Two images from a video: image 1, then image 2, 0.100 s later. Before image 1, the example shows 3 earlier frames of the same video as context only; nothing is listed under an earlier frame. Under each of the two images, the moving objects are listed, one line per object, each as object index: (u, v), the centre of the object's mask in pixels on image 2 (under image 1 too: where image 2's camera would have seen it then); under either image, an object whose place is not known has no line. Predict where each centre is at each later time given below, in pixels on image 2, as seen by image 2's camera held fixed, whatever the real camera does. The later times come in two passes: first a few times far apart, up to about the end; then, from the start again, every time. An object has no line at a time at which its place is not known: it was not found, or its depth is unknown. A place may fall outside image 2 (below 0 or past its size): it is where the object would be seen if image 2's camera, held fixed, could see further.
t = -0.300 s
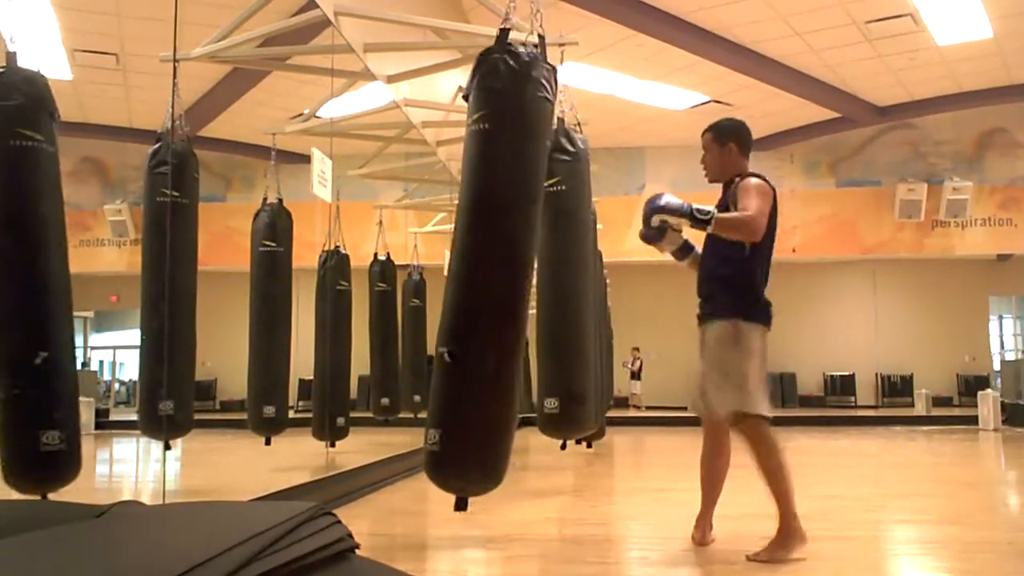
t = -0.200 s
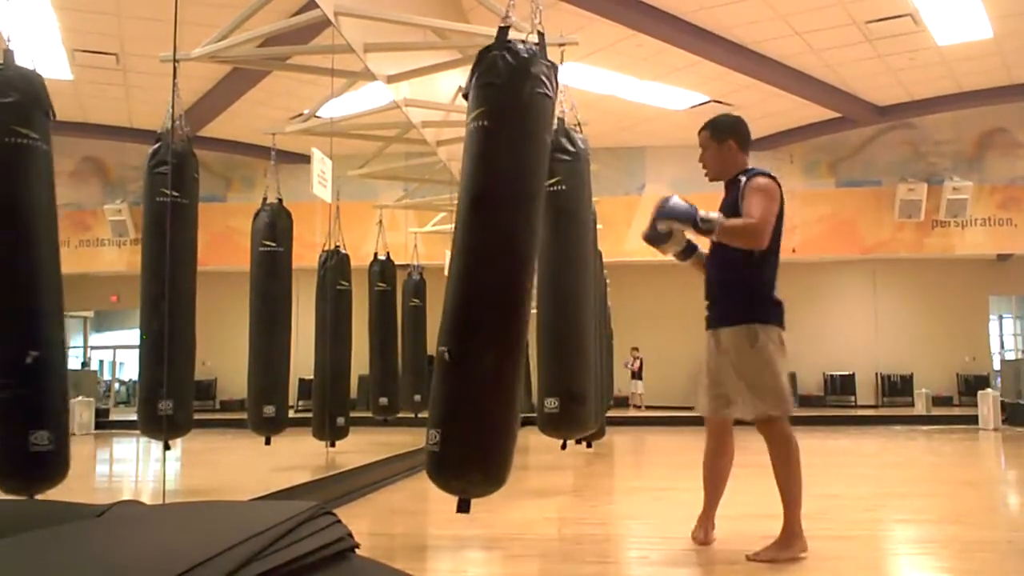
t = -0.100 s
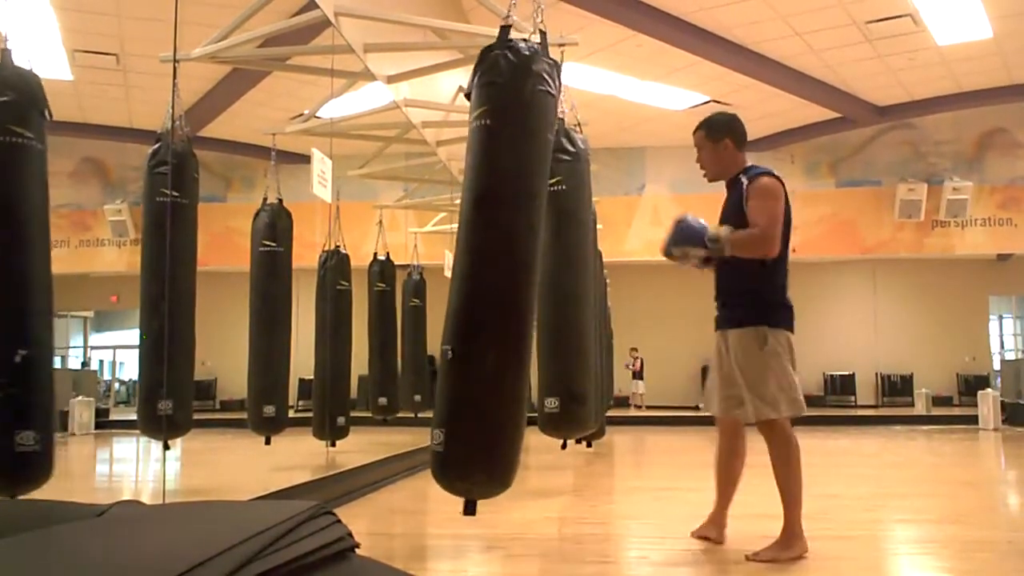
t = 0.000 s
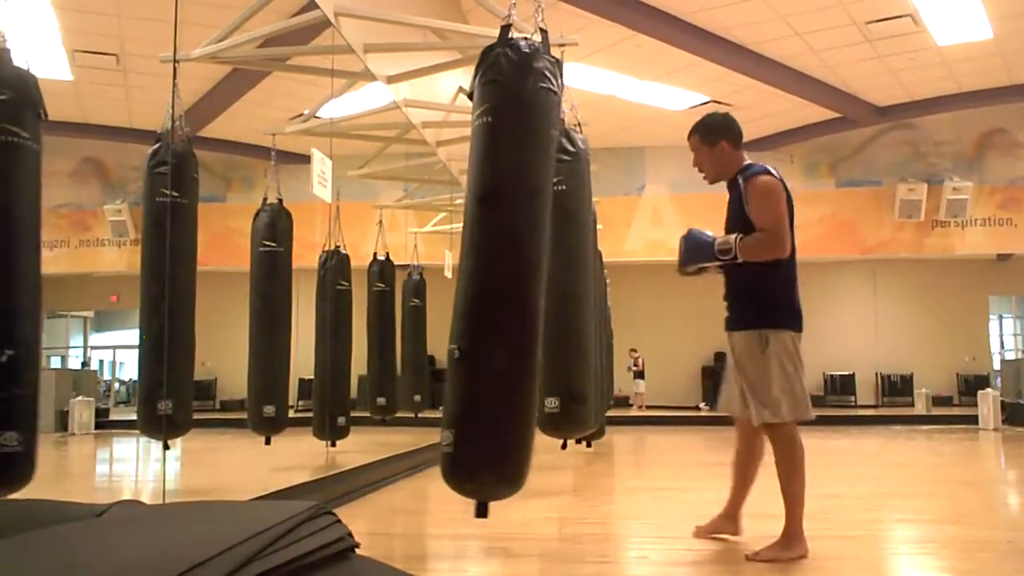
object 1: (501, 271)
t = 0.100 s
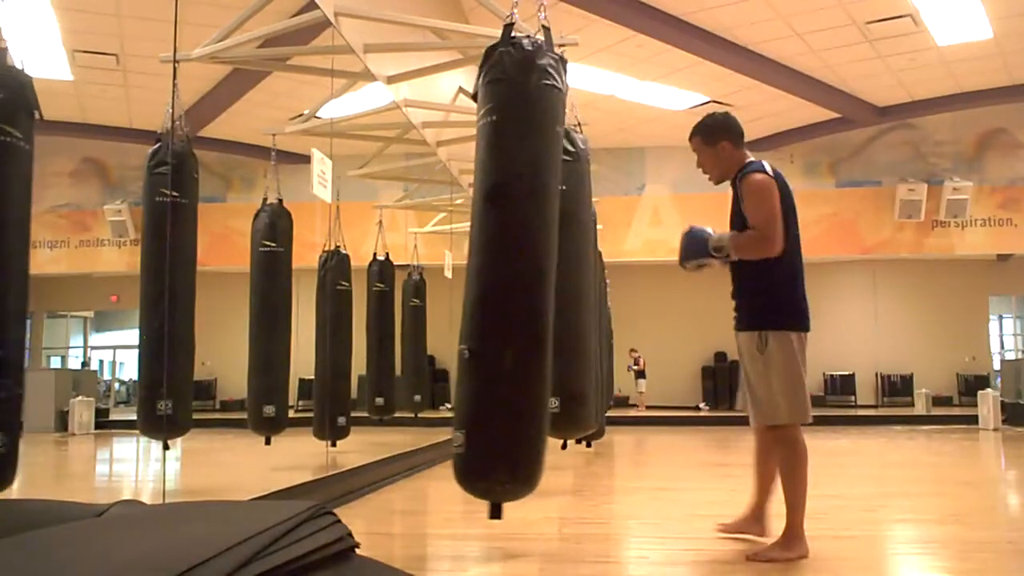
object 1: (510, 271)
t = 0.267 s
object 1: (527, 272)
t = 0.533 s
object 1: (557, 271)
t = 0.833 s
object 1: (575, 272)
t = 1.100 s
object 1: (573, 271)
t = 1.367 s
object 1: (559, 268)
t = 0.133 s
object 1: (513, 270)
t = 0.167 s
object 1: (517, 272)
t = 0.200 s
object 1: (520, 271)
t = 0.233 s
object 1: (523, 271)
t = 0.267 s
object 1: (527, 272)
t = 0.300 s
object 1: (530, 271)
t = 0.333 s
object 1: (535, 271)
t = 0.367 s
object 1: (539, 270)
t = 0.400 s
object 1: (545, 272)
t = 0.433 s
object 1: (547, 270)
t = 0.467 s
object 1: (551, 272)
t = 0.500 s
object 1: (554, 272)
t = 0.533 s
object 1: (557, 271)
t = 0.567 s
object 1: (559, 271)
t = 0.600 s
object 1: (562, 270)
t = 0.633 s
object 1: (564, 271)
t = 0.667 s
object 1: (567, 270)
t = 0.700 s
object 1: (569, 270)
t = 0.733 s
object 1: (571, 271)
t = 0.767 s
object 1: (572, 271)
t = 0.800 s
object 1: (573, 271)
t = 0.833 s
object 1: (575, 272)
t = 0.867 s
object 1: (575, 272)
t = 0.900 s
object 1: (575, 272)
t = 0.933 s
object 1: (576, 273)
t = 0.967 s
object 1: (575, 273)
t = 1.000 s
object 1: (575, 272)
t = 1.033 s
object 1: (575, 272)
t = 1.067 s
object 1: (574, 272)
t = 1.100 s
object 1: (573, 271)
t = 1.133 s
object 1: (572, 271)
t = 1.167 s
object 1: (571, 270)
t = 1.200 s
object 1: (569, 269)
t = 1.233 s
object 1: (567, 268)
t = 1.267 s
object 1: (565, 268)
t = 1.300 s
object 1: (563, 267)
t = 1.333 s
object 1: (561, 268)
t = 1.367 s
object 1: (559, 268)
